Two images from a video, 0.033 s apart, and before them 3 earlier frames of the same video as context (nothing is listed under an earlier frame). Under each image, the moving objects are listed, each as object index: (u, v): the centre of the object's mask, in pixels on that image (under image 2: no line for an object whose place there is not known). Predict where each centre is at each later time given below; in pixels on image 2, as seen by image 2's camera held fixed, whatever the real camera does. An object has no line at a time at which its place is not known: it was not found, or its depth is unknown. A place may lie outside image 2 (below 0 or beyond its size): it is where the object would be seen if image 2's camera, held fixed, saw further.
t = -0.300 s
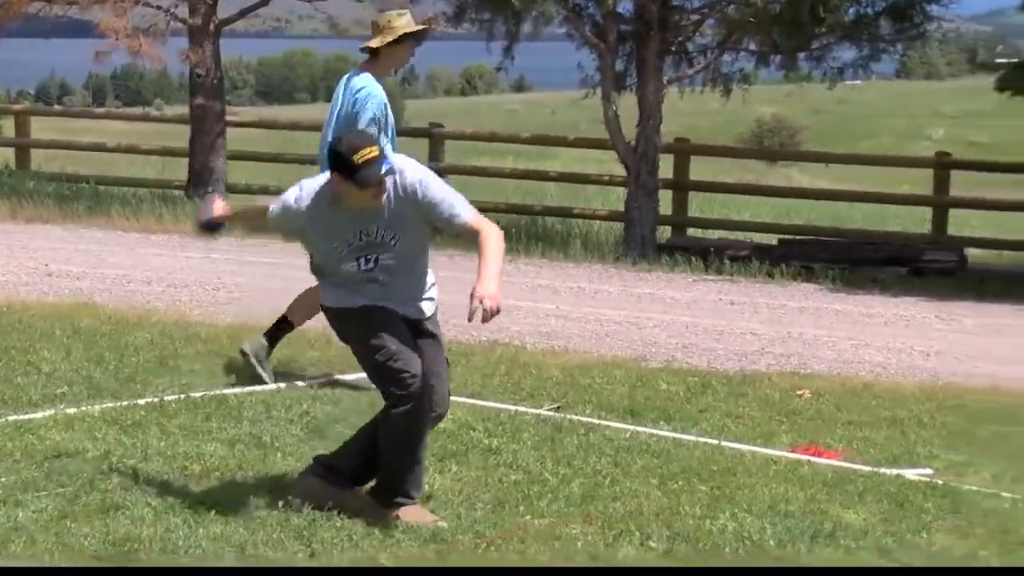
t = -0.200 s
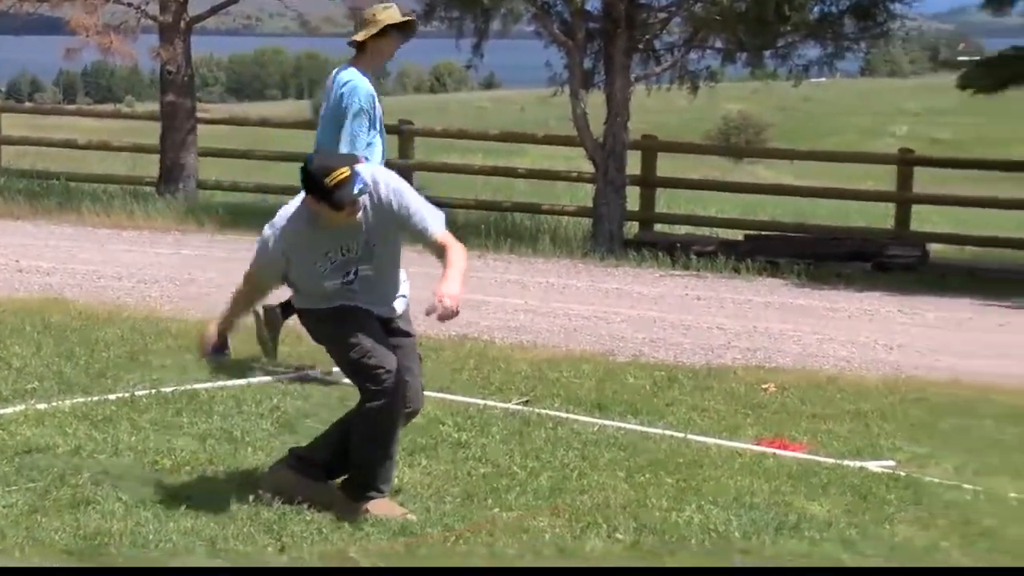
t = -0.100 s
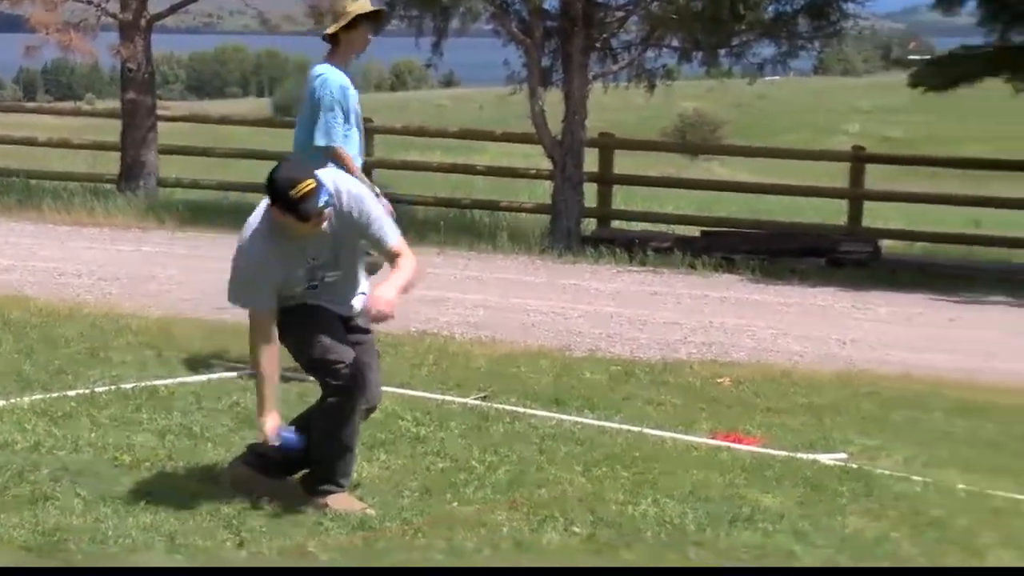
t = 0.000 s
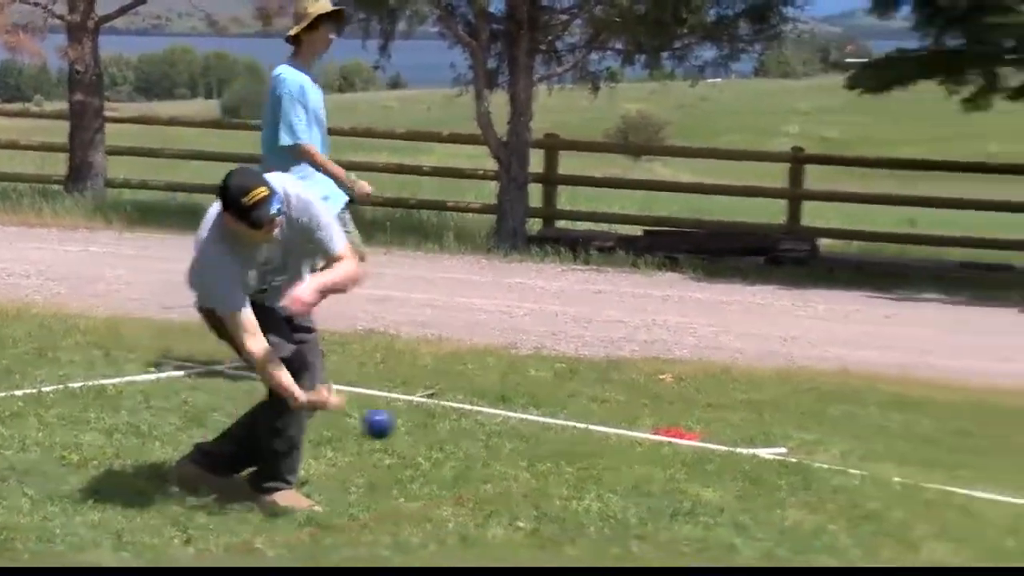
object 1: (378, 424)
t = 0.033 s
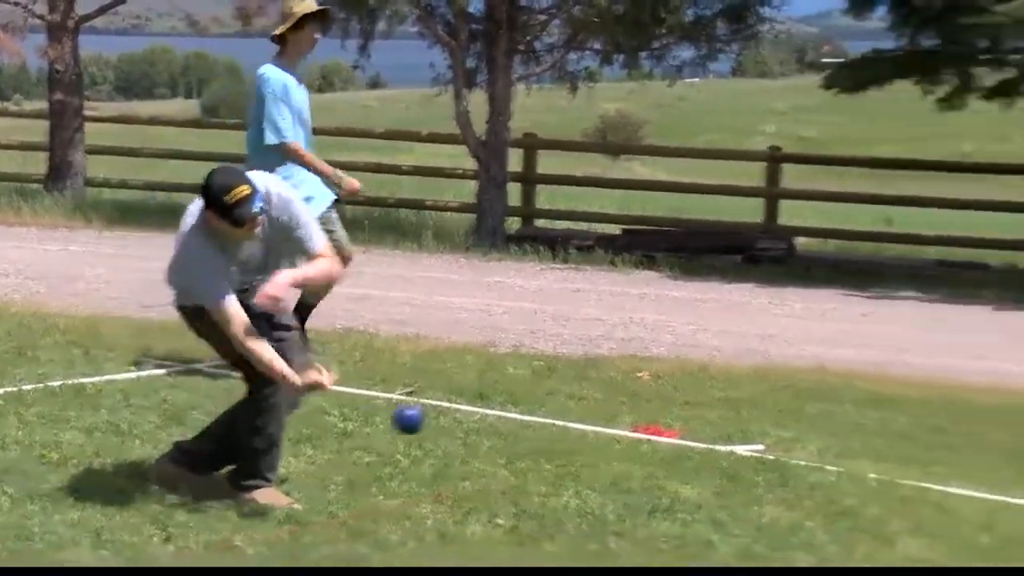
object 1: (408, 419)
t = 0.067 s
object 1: (461, 420)
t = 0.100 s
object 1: (515, 424)
